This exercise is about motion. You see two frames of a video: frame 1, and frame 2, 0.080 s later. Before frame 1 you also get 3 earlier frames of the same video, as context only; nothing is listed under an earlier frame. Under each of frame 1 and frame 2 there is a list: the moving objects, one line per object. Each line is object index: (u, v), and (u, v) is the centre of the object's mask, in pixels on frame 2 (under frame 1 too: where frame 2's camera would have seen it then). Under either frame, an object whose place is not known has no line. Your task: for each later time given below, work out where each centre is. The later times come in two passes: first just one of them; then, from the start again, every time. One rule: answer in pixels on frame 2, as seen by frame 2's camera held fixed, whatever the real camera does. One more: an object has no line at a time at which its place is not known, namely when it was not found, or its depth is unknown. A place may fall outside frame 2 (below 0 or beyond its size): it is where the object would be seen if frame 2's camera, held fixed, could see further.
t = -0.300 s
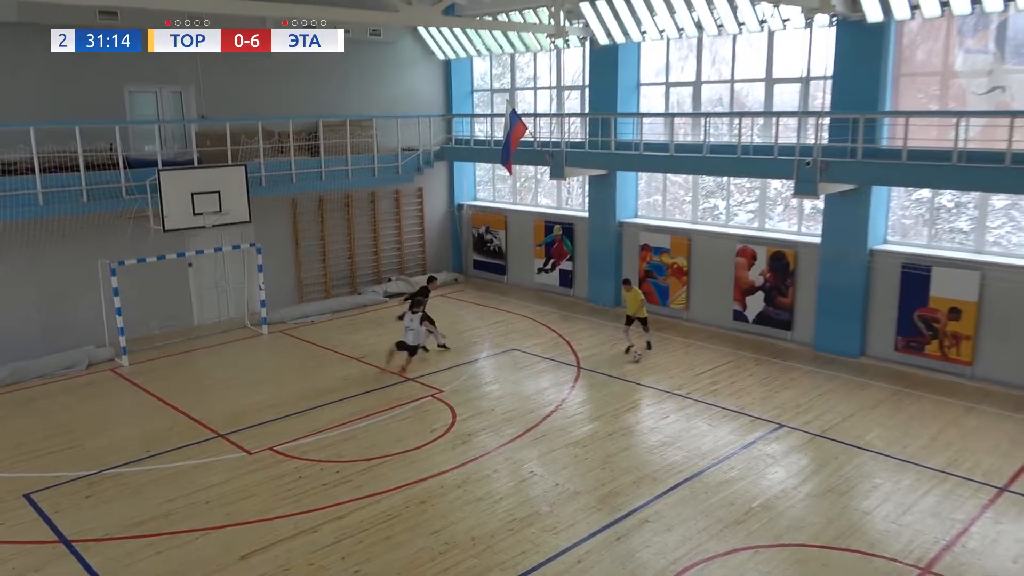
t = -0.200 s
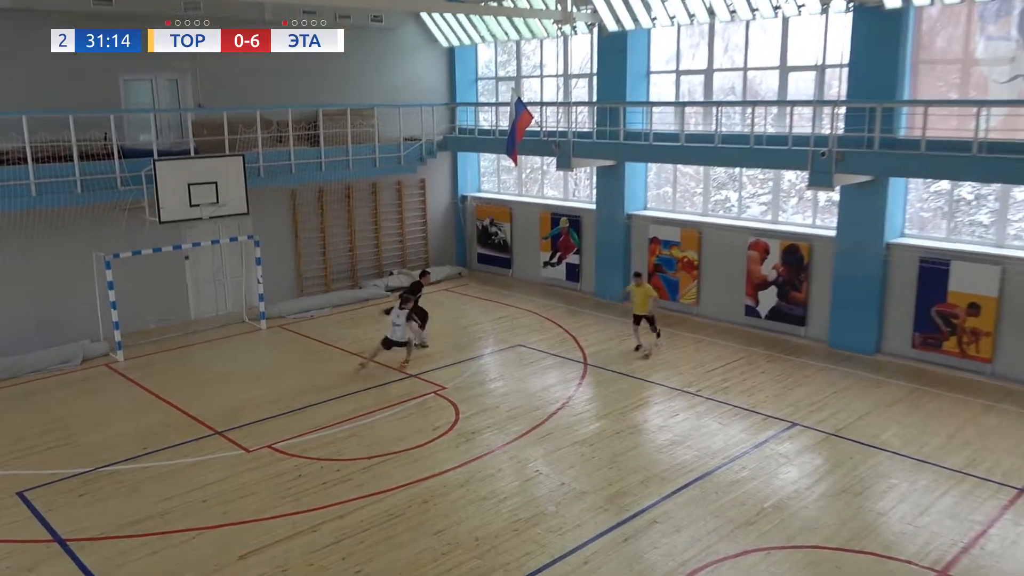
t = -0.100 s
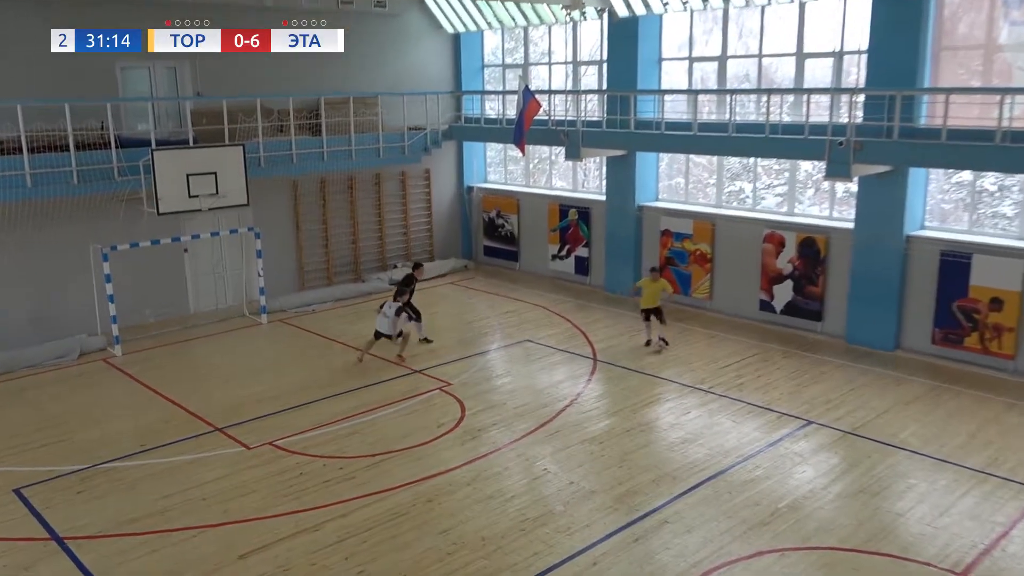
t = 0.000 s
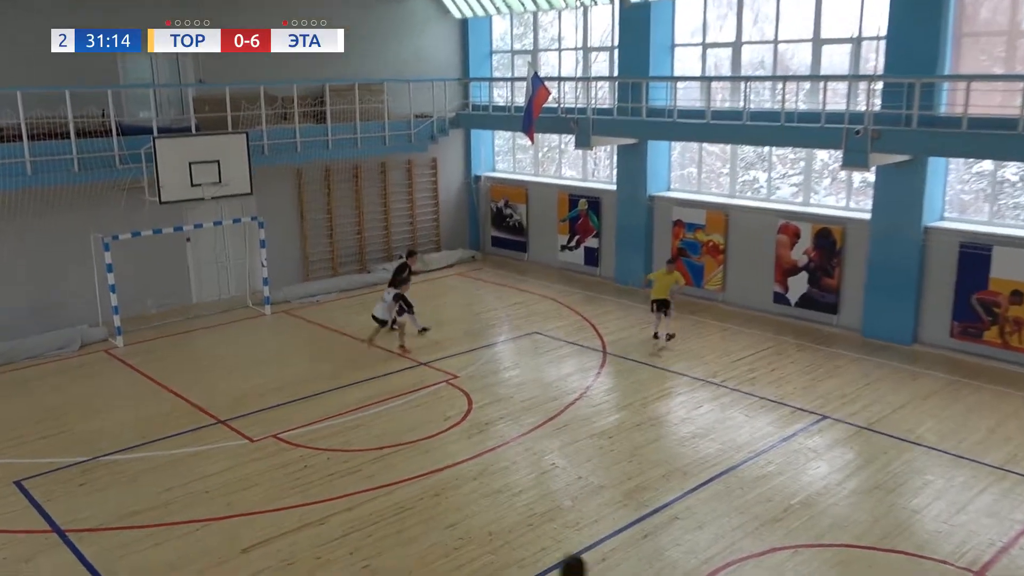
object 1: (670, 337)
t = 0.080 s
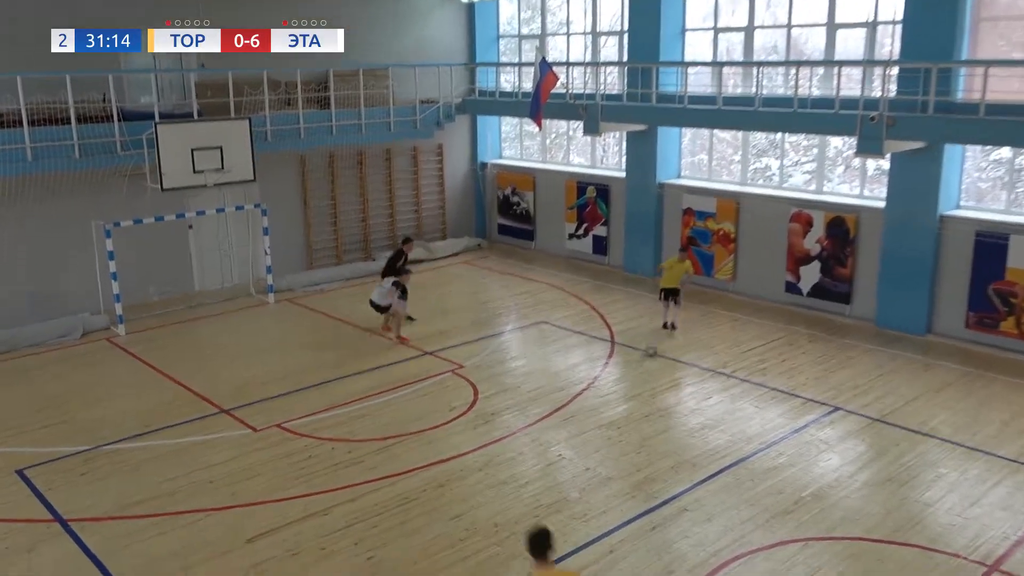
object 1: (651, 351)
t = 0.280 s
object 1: (612, 377)
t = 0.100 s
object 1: (648, 354)
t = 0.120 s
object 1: (644, 358)
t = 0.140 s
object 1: (641, 359)
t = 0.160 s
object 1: (637, 362)
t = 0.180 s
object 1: (632, 364)
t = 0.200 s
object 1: (628, 366)
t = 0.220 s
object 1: (624, 369)
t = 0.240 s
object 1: (621, 370)
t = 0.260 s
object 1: (616, 375)
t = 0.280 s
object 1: (612, 377)
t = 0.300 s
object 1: (608, 380)
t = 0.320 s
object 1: (604, 382)
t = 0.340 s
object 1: (600, 385)
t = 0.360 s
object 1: (596, 387)
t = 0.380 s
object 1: (592, 391)
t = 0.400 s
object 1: (588, 394)
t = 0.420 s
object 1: (584, 397)
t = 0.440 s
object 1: (579, 399)
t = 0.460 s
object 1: (575, 402)
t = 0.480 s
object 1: (571, 404)
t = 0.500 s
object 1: (567, 407)
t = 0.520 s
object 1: (563, 411)
